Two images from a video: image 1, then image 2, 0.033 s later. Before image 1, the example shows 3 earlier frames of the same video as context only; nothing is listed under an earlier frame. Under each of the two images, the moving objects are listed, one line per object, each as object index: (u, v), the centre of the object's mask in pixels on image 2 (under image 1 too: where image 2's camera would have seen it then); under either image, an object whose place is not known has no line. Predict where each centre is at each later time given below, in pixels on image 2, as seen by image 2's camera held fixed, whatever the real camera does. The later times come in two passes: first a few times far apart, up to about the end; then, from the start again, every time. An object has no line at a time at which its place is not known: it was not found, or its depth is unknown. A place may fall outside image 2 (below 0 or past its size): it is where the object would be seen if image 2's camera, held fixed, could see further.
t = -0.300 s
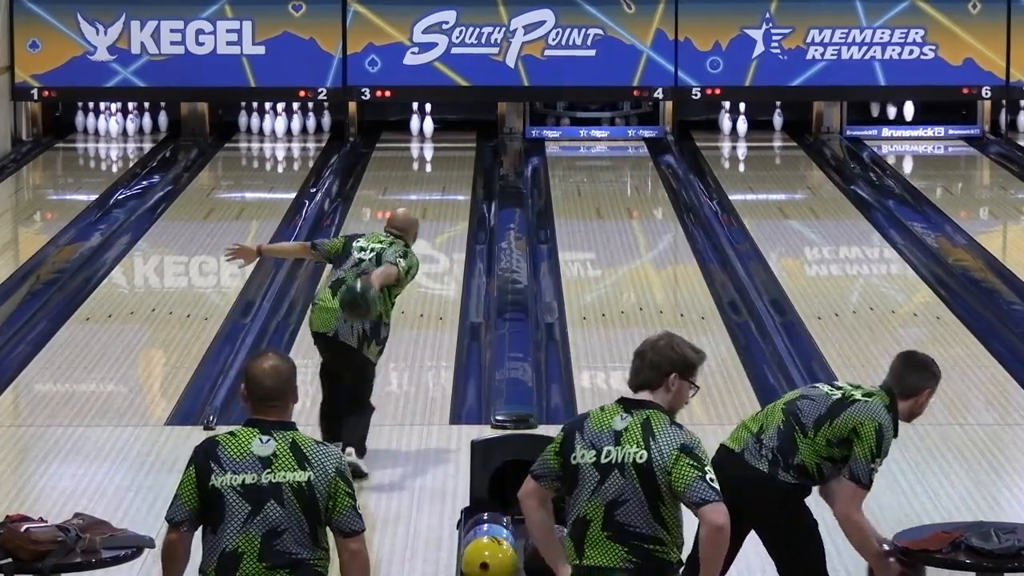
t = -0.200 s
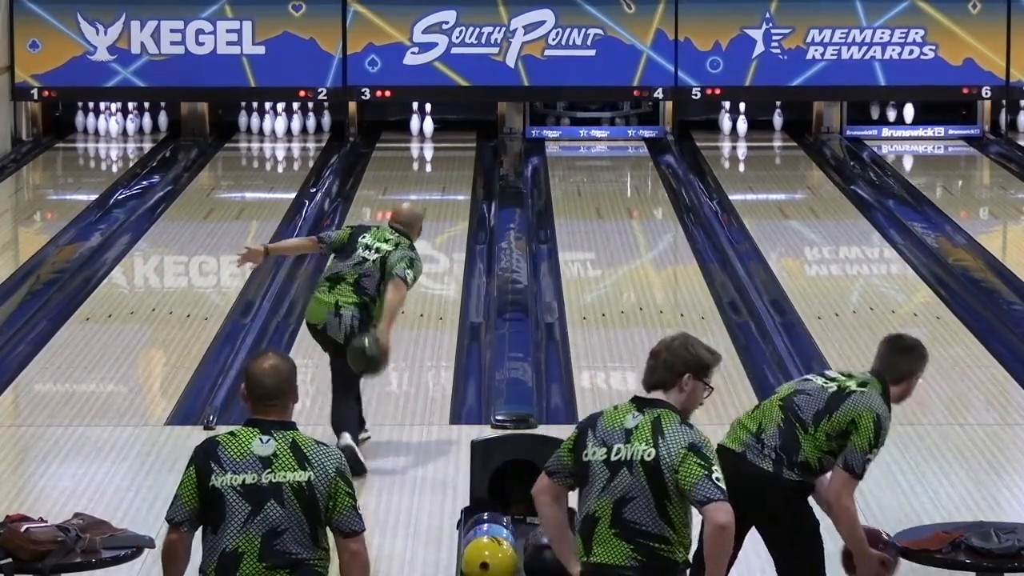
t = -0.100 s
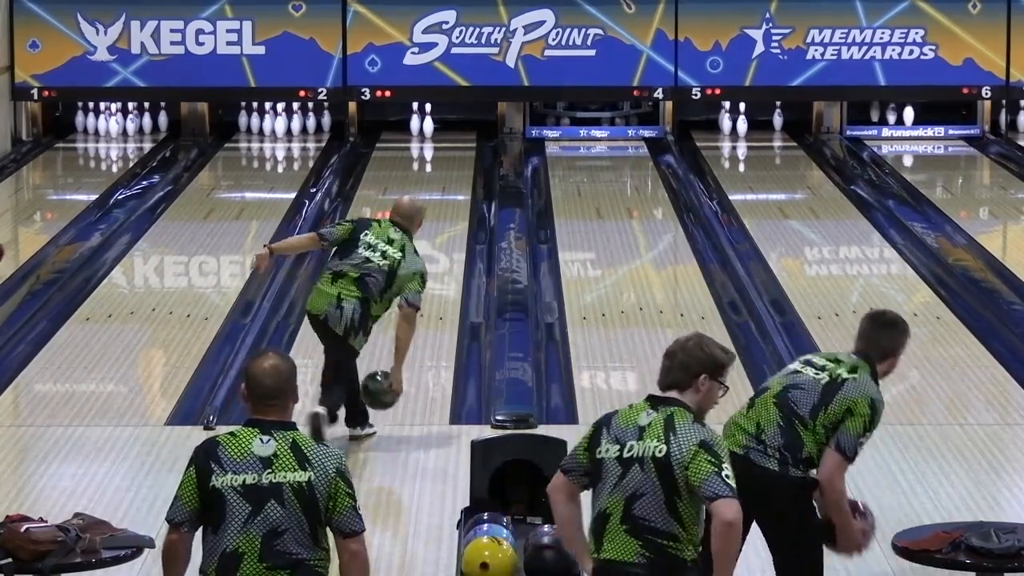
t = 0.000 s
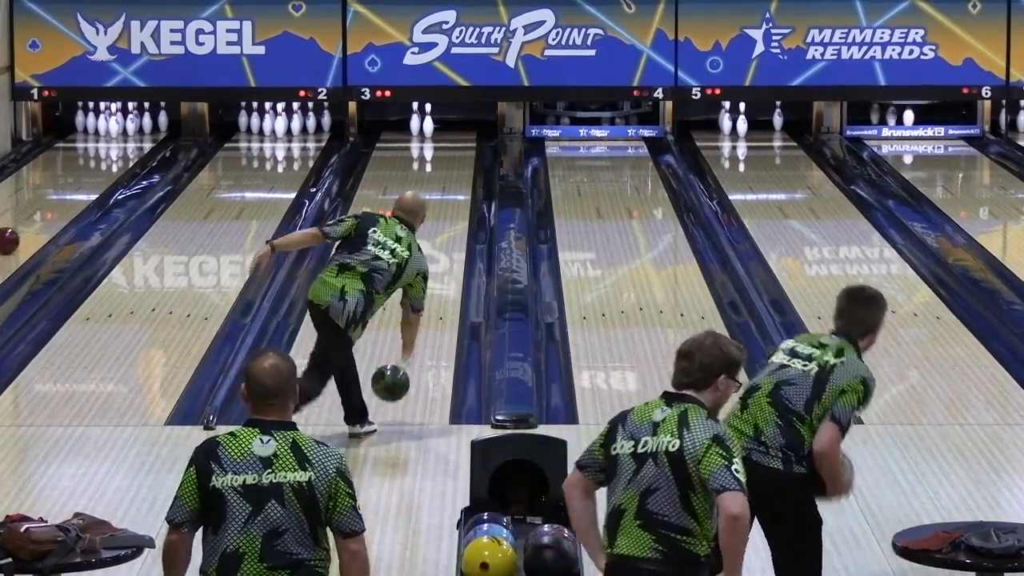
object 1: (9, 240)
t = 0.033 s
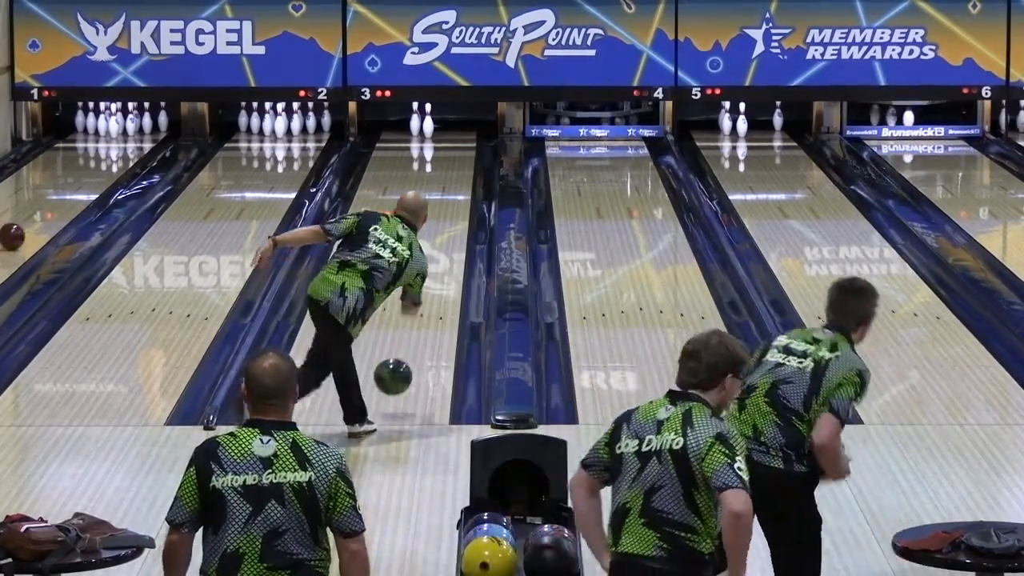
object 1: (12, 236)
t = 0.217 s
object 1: (38, 216)
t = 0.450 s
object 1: (67, 194)
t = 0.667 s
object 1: (90, 175)
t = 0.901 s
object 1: (106, 158)
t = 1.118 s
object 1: (113, 143)
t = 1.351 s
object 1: (113, 131)
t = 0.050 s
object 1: (14, 235)
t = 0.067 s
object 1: (16, 233)
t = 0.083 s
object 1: (19, 231)
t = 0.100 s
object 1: (21, 229)
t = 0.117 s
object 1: (24, 227)
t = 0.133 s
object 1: (26, 224)
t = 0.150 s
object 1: (29, 223)
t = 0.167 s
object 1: (31, 221)
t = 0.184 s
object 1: (33, 219)
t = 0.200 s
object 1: (36, 218)
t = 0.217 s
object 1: (38, 216)
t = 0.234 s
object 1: (41, 214)
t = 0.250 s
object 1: (43, 213)
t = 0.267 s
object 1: (45, 211)
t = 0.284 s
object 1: (47, 209)
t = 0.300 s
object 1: (49, 208)
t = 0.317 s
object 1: (51, 207)
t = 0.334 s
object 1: (53, 204)
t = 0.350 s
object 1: (55, 203)
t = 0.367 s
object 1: (57, 201)
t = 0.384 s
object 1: (59, 200)
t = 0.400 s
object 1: (61, 198)
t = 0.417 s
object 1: (63, 197)
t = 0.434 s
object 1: (65, 195)
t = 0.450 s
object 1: (67, 194)
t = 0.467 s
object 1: (69, 192)
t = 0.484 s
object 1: (71, 190)
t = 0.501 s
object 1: (73, 188)
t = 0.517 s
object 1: (75, 187)
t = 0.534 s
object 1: (76, 186)
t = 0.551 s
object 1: (78, 184)
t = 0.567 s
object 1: (80, 183)
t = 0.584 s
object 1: (82, 182)
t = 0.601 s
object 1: (84, 181)
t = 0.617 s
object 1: (85, 179)
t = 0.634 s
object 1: (87, 177)
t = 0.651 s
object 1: (88, 176)
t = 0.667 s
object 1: (90, 175)
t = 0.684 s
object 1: (92, 173)
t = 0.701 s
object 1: (93, 172)
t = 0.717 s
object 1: (94, 171)
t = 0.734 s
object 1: (96, 169)
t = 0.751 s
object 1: (98, 168)
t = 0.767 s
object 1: (98, 167)
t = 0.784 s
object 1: (100, 166)
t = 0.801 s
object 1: (101, 164)
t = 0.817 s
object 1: (101, 163)
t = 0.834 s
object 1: (103, 162)
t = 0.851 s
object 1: (104, 161)
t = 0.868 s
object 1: (104, 160)
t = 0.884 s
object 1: (105, 159)
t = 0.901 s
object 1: (106, 158)
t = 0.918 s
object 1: (107, 156)
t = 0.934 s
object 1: (108, 155)
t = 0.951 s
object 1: (109, 154)
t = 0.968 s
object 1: (109, 153)
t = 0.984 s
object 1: (110, 152)
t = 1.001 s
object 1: (111, 151)
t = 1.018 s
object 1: (111, 149)
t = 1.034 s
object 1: (112, 148)
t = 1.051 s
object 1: (112, 147)
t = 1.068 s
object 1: (112, 147)
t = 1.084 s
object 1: (113, 145)
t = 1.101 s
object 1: (113, 144)
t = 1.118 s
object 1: (113, 143)
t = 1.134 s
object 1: (114, 142)
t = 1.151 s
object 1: (114, 141)
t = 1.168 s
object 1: (113, 141)
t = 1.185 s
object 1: (114, 139)
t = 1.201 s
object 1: (114, 139)
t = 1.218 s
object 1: (114, 138)
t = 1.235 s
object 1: (114, 137)
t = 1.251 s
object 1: (114, 136)
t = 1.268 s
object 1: (114, 135)
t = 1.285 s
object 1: (114, 134)
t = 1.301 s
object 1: (114, 133)
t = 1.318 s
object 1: (113, 132)
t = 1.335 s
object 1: (113, 132)
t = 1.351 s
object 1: (113, 131)
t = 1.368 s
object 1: (113, 130)
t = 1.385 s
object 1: (113, 129)
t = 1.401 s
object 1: (113, 129)
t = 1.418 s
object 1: (113, 128)
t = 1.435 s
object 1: (112, 127)
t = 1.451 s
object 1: (112, 127)
